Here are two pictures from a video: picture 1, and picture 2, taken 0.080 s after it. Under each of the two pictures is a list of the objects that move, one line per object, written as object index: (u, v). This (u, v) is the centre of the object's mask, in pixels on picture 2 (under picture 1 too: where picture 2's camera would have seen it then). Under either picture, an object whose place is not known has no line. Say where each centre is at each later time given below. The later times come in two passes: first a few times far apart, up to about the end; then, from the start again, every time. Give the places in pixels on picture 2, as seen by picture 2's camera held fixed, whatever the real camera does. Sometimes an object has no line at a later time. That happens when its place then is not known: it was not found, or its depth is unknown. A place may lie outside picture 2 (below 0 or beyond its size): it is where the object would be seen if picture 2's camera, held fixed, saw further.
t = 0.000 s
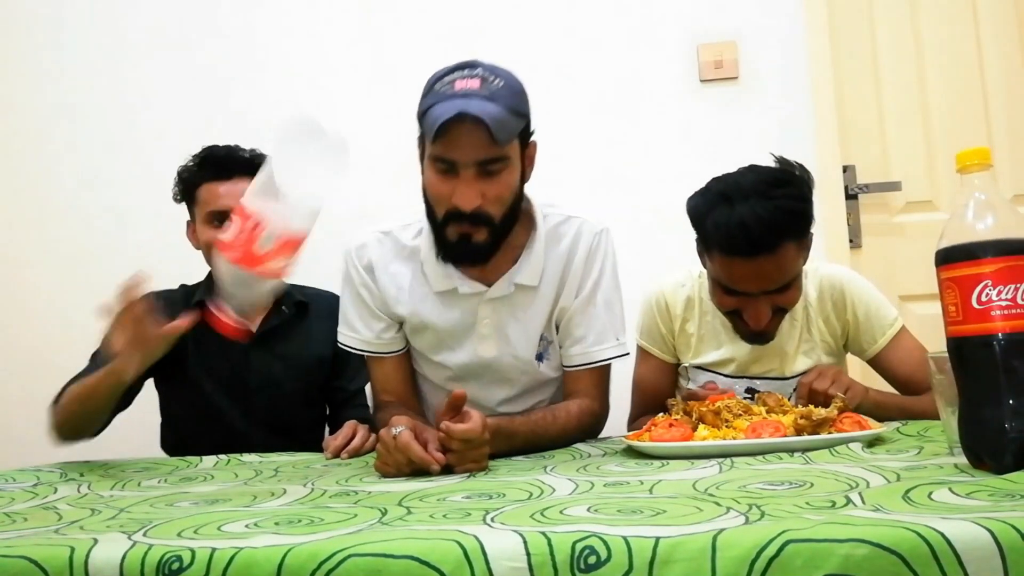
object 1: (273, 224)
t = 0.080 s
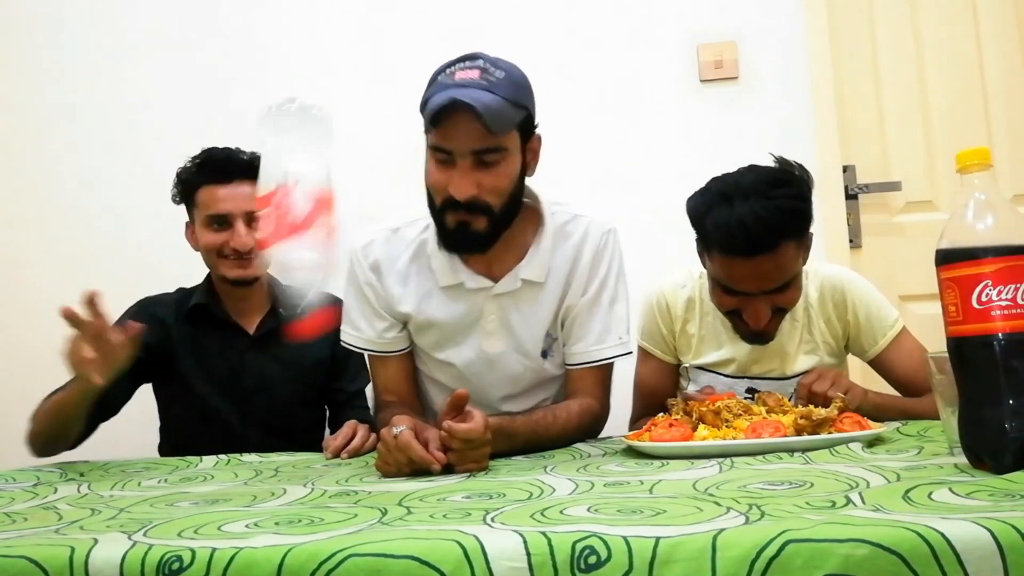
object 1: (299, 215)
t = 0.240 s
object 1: (305, 253)
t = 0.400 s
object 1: (261, 385)
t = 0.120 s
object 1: (312, 211)
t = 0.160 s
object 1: (321, 196)
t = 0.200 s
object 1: (319, 200)
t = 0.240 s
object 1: (305, 253)
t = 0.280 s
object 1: (295, 303)
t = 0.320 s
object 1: (285, 363)
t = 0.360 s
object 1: (274, 385)
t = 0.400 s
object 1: (261, 385)
